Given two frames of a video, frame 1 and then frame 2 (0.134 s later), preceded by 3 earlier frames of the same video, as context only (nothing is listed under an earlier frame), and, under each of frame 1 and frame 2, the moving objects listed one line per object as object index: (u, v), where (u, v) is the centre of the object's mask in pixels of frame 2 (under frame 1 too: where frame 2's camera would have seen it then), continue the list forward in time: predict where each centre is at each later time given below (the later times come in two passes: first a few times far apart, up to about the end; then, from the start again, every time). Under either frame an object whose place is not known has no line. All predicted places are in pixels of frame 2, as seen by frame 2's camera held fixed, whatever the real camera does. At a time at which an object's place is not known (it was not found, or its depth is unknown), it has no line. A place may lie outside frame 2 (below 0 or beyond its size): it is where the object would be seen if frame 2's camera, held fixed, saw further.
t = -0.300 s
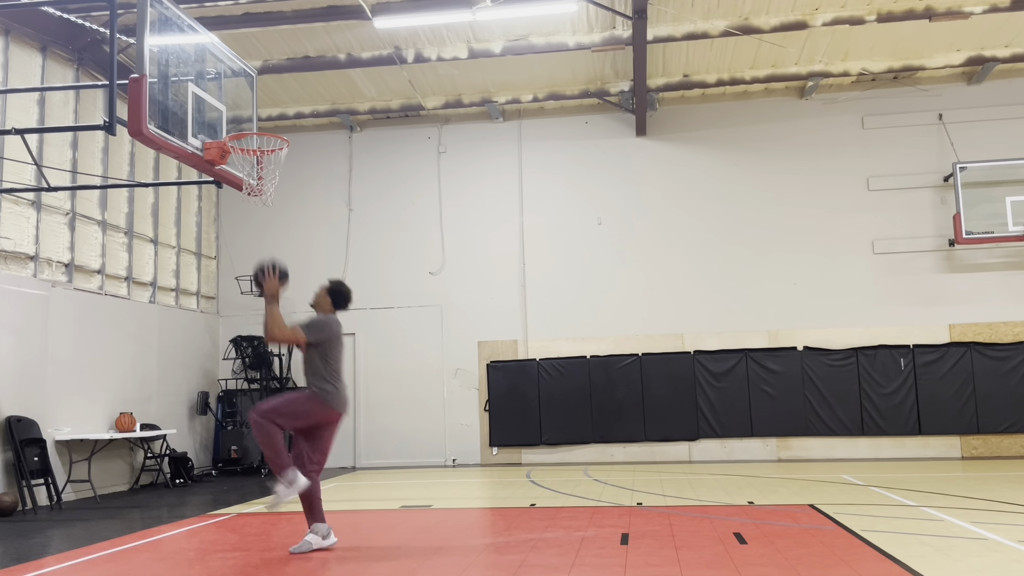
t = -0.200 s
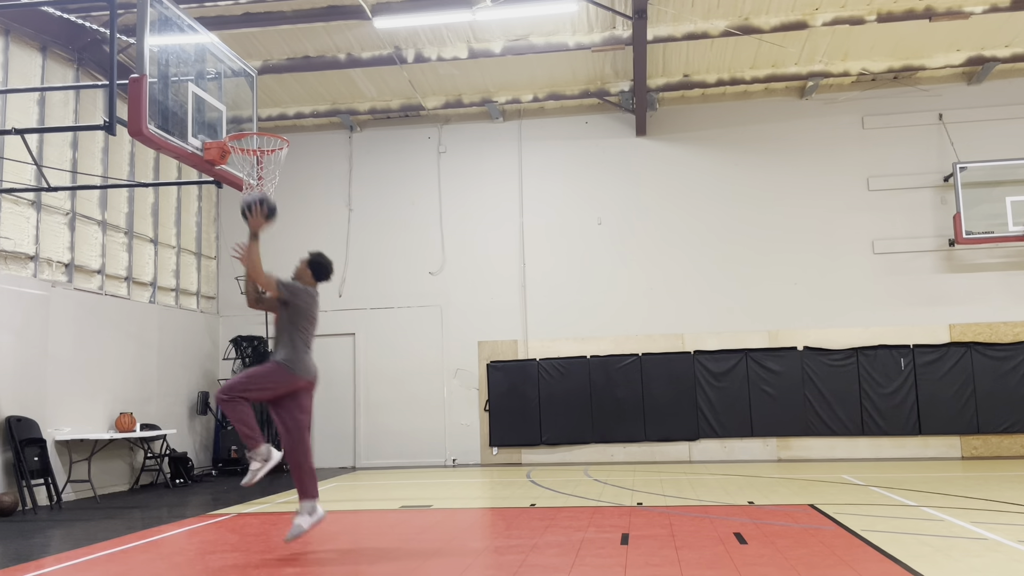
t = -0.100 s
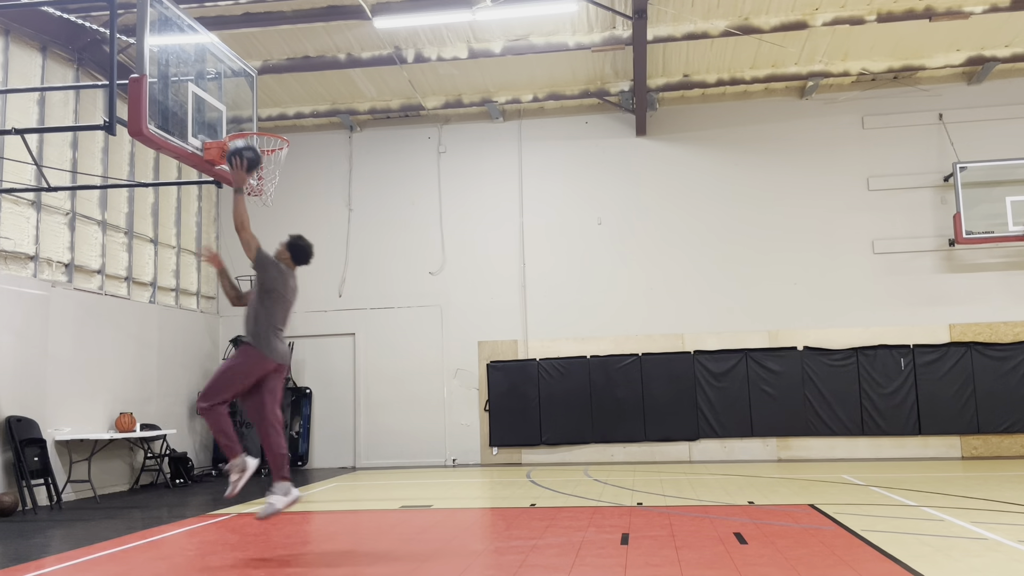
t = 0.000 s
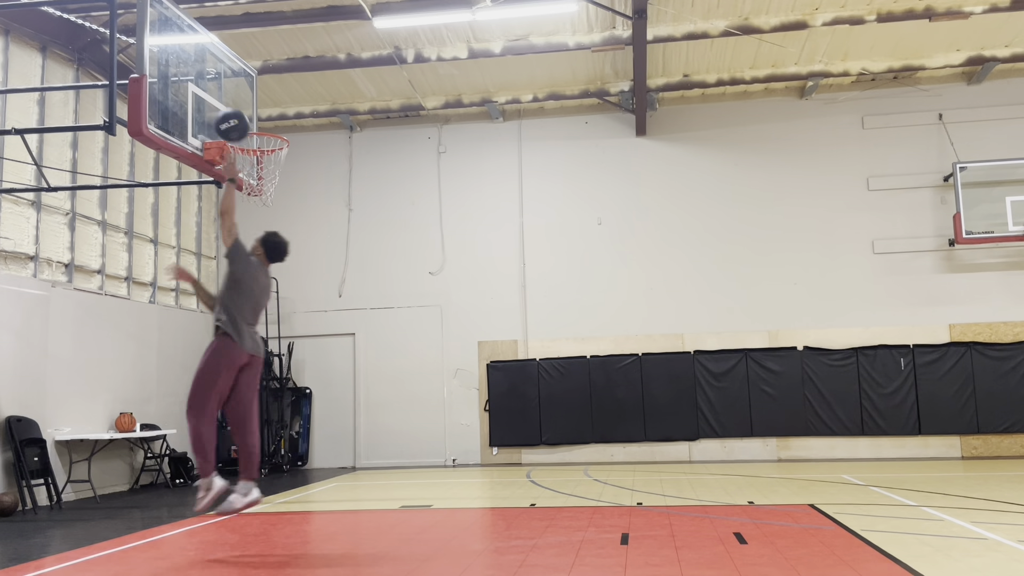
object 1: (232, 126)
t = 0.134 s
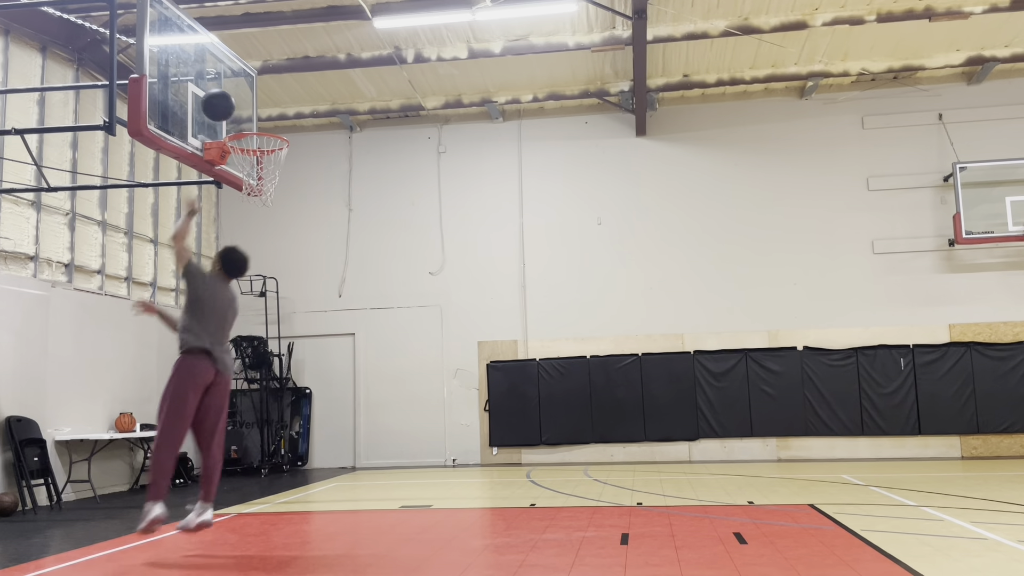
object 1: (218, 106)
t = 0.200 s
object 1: (211, 104)
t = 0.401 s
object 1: (246, 127)
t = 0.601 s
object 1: (281, 193)
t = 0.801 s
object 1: (303, 282)
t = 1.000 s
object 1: (326, 426)
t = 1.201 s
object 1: (335, 460)
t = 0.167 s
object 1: (214, 104)
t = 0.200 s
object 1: (211, 104)
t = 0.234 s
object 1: (213, 105)
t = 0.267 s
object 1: (220, 107)
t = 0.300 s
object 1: (226, 110)
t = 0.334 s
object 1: (233, 115)
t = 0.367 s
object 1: (239, 119)
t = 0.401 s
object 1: (246, 127)
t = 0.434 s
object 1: (252, 137)
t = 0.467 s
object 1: (260, 148)
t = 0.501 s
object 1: (267, 159)
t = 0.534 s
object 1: (272, 172)
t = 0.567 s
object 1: (278, 184)
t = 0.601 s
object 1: (281, 193)
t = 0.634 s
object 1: (285, 204)
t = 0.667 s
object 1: (288, 217)
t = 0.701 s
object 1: (292, 232)
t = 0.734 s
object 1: (296, 247)
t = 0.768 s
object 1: (300, 264)
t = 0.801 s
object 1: (303, 282)
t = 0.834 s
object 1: (307, 302)
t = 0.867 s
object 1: (311, 324)
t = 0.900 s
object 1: (315, 347)
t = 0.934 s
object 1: (318, 371)
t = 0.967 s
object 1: (324, 397)
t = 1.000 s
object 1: (326, 426)
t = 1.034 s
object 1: (330, 454)
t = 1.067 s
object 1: (334, 489)
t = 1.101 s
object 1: (337, 522)
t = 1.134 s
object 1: (336, 504)
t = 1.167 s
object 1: (336, 481)
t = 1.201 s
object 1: (335, 460)
